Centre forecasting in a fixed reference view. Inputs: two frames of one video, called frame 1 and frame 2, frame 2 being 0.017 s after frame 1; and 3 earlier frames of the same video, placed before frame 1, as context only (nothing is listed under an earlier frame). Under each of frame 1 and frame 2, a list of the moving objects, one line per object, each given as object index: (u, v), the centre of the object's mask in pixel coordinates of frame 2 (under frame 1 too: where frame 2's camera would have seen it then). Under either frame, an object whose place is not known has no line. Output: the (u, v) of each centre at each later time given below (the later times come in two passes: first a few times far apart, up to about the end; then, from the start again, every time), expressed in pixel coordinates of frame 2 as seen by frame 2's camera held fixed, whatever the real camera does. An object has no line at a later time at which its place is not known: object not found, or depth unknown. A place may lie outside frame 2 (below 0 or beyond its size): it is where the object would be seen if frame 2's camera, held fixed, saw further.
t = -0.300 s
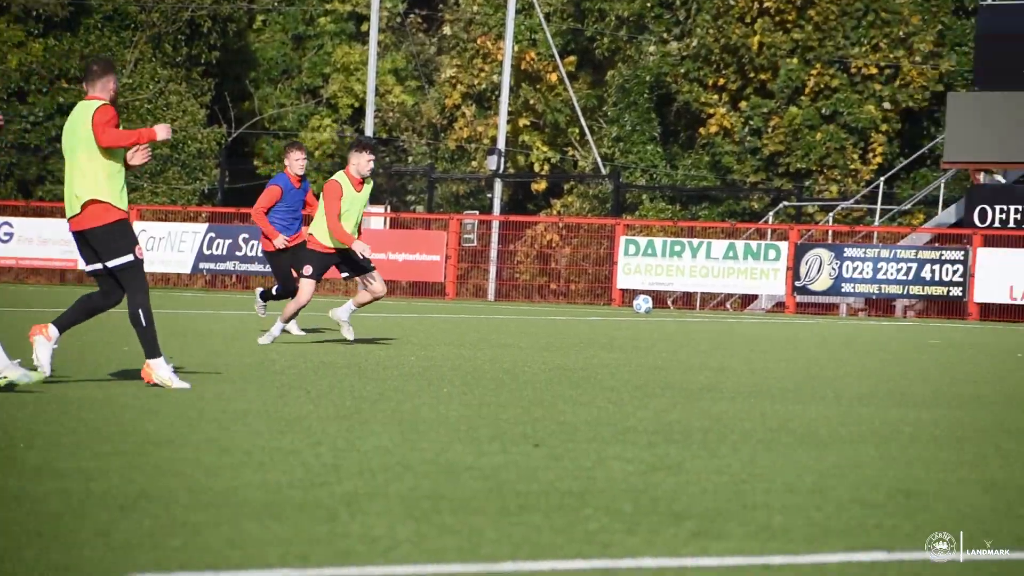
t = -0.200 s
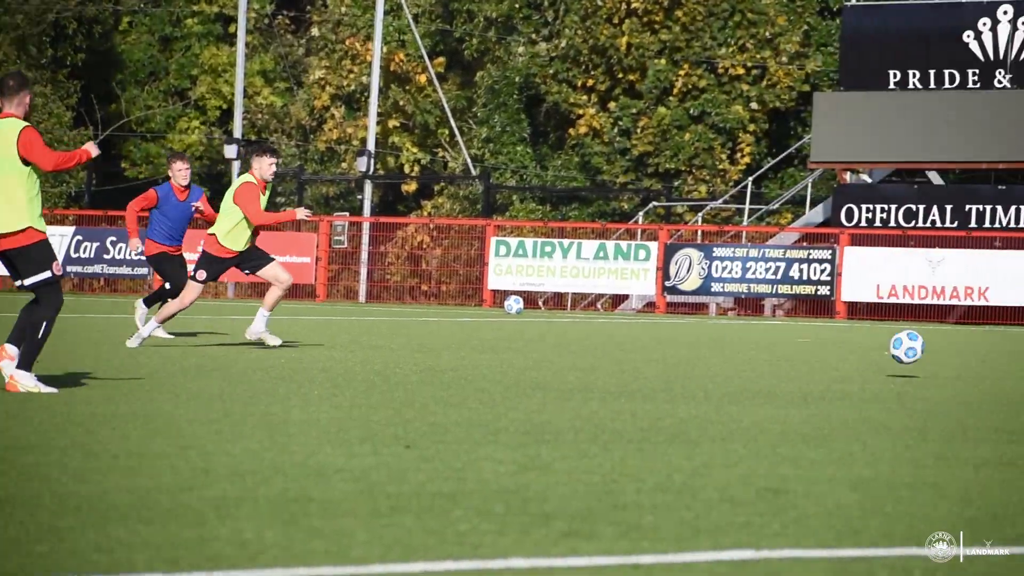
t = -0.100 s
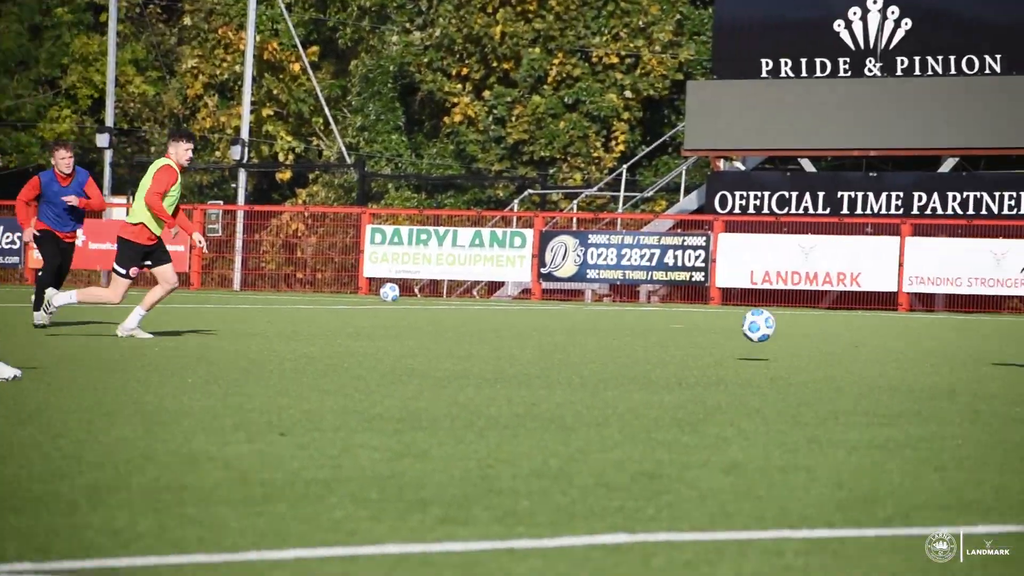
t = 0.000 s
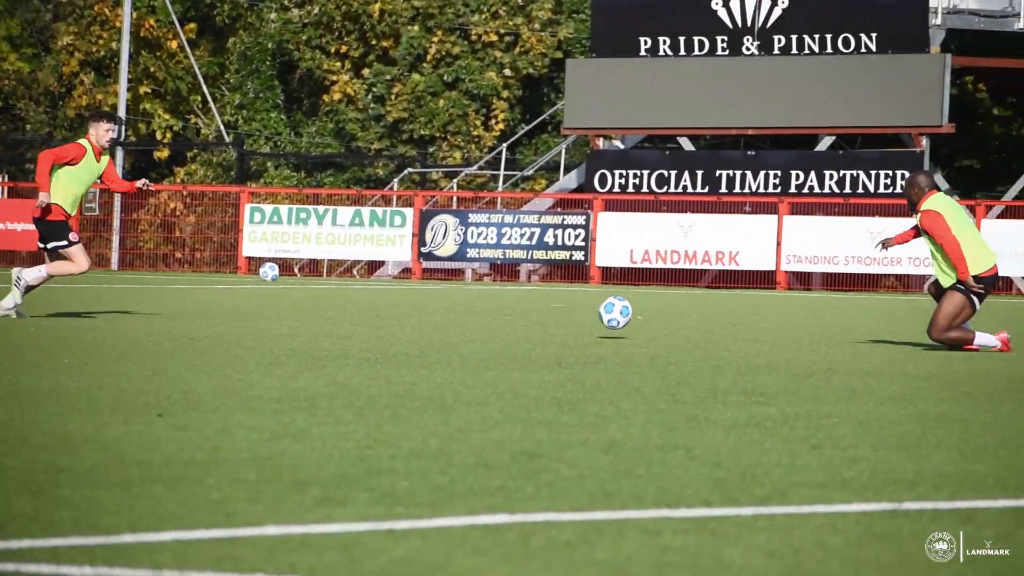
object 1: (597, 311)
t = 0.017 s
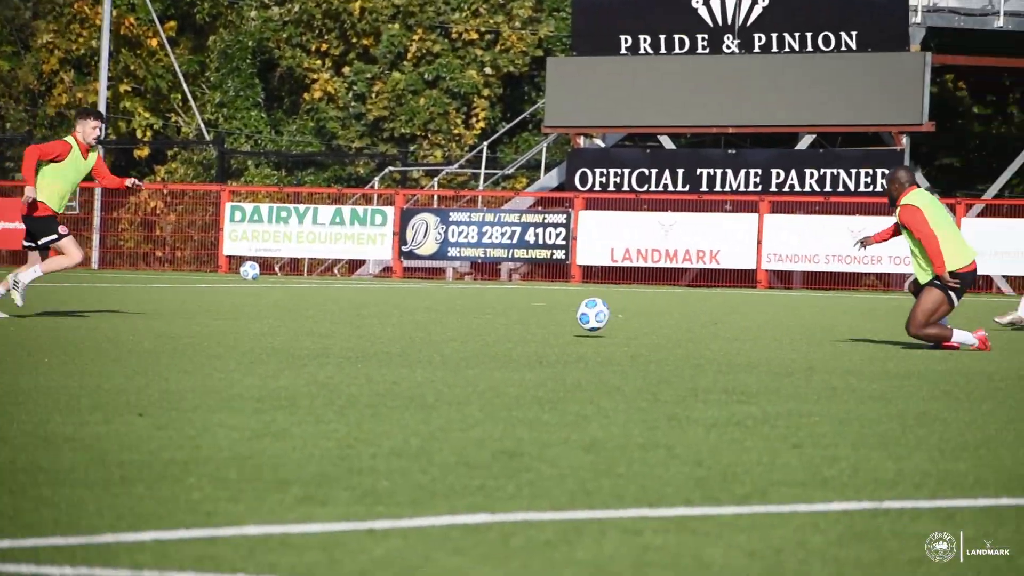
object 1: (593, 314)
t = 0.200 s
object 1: (550, 308)
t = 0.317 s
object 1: (525, 316)
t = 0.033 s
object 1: (589, 318)
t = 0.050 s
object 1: (584, 321)
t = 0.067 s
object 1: (580, 322)
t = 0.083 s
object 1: (576, 319)
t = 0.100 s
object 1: (572, 316)
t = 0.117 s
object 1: (568, 314)
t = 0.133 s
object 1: (564, 312)
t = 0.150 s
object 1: (560, 311)
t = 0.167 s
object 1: (557, 309)
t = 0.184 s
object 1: (553, 308)
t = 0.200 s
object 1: (550, 308)
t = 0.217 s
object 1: (546, 308)
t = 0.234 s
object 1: (543, 309)
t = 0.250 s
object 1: (539, 309)
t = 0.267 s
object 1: (536, 311)
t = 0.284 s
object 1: (532, 312)
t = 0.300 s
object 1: (529, 314)
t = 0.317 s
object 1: (525, 316)
